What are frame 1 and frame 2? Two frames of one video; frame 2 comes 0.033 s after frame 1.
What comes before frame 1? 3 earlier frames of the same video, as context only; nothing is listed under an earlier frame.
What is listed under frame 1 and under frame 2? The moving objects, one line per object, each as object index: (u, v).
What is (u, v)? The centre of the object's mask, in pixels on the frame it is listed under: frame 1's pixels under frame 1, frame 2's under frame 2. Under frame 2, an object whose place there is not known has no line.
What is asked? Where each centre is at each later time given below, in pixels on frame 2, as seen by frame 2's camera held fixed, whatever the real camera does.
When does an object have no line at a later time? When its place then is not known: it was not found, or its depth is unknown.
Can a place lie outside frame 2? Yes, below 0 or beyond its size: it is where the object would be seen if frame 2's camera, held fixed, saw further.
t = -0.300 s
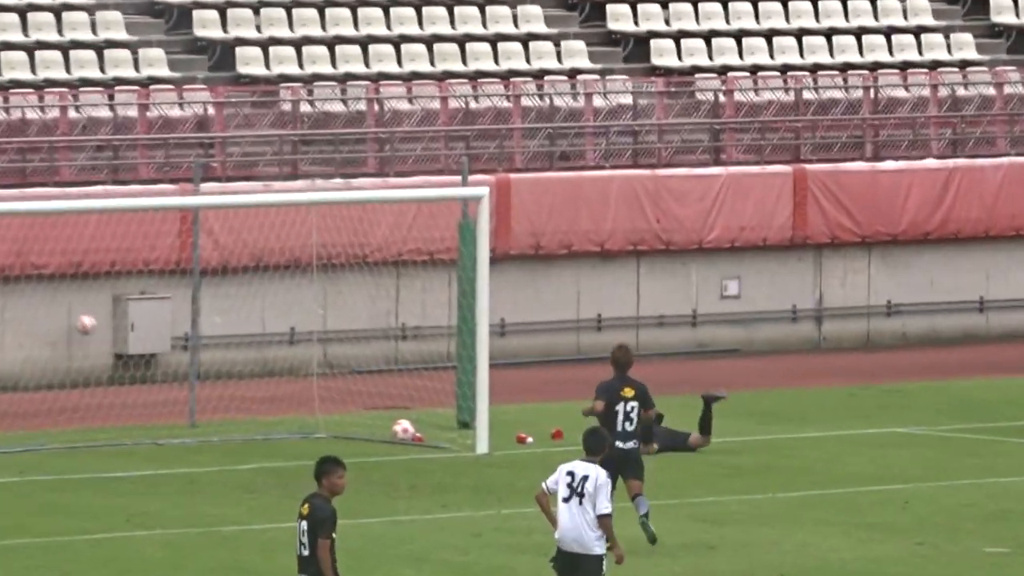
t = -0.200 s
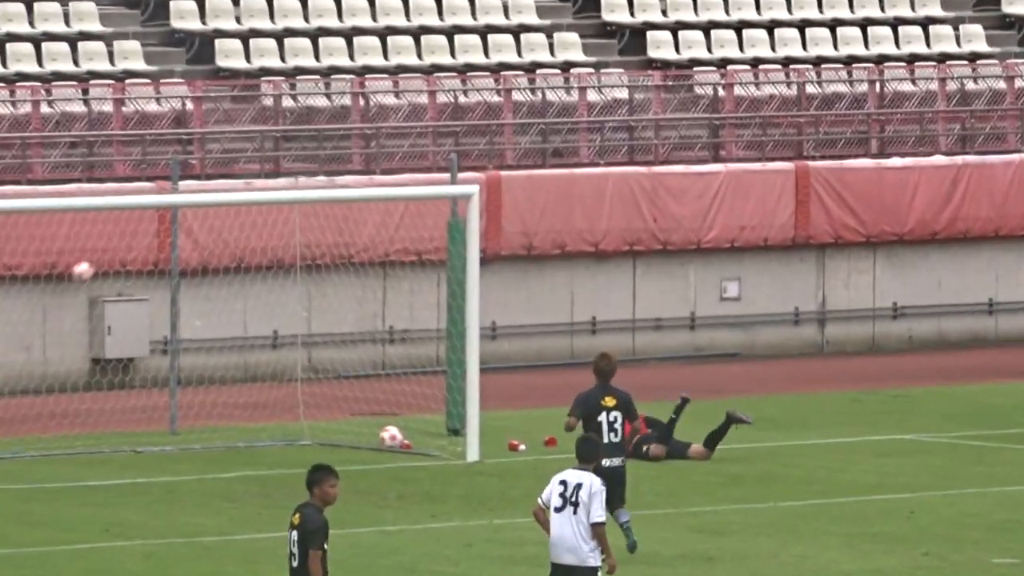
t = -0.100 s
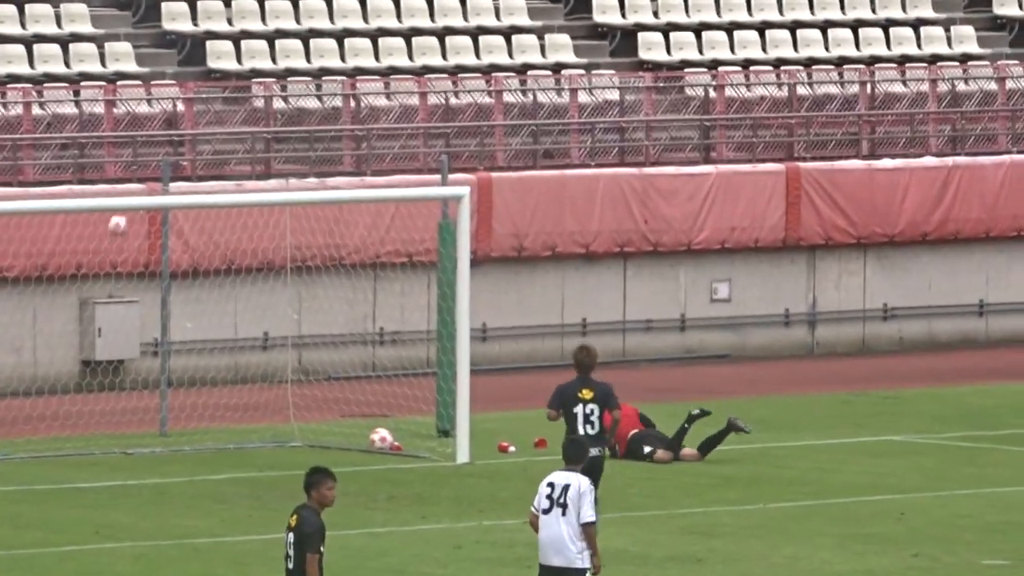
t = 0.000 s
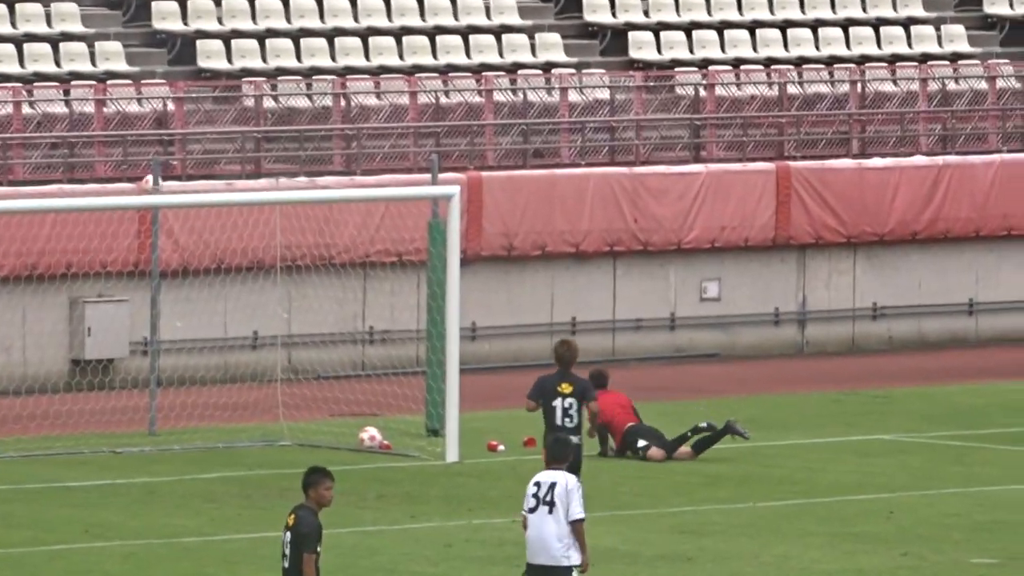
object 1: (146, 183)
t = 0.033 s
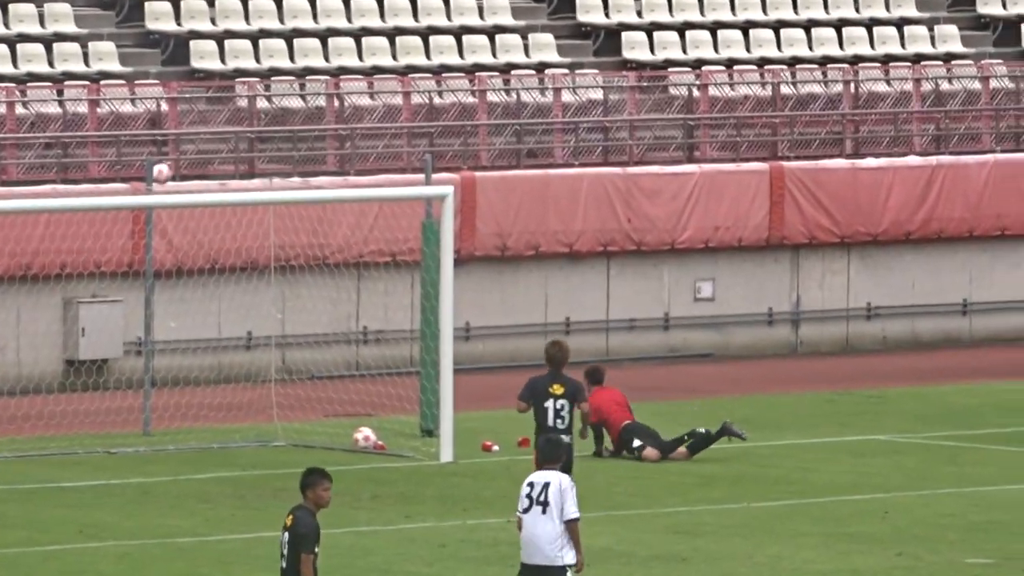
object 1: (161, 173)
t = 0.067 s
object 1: (175, 162)
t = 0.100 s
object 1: (190, 152)
